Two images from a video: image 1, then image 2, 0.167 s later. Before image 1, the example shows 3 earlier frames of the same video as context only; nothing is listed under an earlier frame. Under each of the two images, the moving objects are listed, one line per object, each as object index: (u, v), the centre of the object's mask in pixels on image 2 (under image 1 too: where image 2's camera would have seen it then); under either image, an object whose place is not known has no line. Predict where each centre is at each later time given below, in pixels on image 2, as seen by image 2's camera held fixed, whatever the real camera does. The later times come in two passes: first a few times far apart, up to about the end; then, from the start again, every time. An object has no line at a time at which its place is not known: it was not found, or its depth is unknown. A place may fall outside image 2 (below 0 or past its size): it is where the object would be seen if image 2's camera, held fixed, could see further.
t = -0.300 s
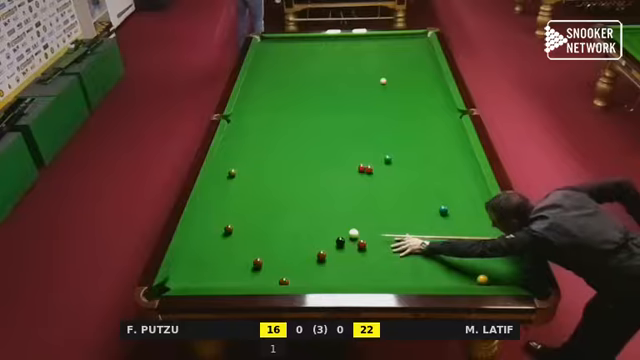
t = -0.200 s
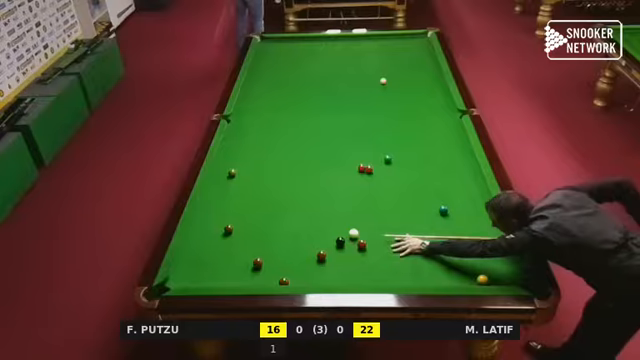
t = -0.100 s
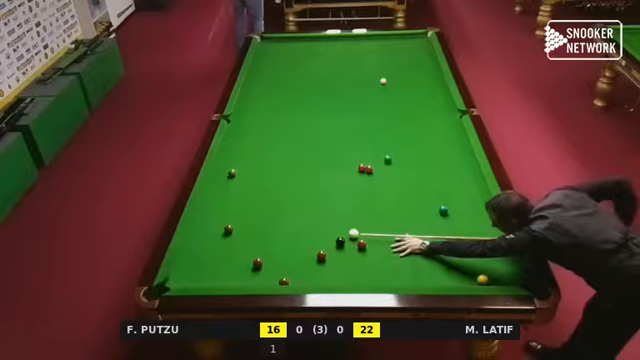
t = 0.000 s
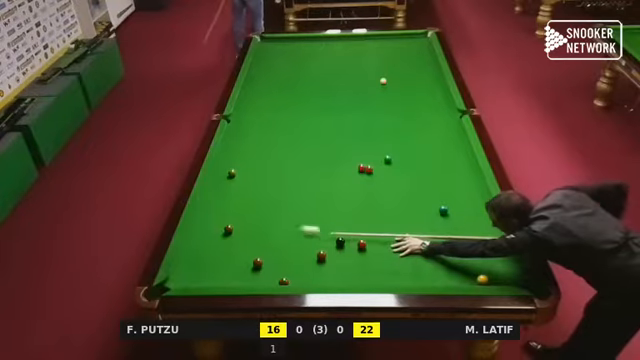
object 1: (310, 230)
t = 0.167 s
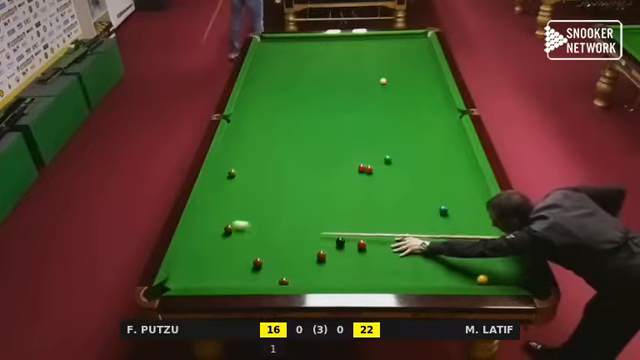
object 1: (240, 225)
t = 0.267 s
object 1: (223, 214)
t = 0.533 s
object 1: (220, 195)
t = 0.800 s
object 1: (253, 181)
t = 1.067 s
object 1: (283, 168)
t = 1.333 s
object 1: (309, 157)
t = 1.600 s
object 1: (333, 147)
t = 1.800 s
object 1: (350, 139)
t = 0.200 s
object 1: (233, 221)
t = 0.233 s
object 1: (228, 218)
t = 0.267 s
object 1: (223, 214)
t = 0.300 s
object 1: (218, 211)
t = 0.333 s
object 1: (213, 209)
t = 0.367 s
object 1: (208, 206)
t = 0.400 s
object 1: (203, 203)
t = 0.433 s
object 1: (206, 201)
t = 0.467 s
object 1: (211, 199)
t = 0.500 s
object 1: (216, 197)
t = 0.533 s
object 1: (220, 195)
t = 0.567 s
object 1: (224, 193)
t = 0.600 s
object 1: (229, 191)
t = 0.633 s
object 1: (233, 190)
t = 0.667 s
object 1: (237, 188)
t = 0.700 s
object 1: (241, 186)
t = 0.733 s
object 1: (245, 184)
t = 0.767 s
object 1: (249, 183)
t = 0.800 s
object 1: (253, 181)
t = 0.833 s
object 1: (257, 179)
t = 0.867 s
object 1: (261, 178)
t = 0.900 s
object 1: (265, 176)
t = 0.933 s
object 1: (268, 175)
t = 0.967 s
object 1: (272, 173)
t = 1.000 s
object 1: (276, 171)
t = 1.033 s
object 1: (279, 170)
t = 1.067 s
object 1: (283, 168)
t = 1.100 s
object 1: (286, 167)
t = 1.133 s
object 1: (289, 165)
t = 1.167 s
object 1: (293, 164)
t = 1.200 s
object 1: (296, 163)
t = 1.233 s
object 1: (299, 161)
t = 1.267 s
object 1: (302, 160)
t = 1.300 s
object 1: (306, 158)
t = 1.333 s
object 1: (309, 157)
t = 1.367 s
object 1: (312, 156)
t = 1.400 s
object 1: (315, 154)
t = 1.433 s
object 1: (318, 153)
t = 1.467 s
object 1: (321, 151)
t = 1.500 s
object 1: (324, 150)
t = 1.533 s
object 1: (327, 149)
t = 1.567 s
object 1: (330, 148)
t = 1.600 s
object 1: (333, 147)
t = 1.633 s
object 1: (336, 146)
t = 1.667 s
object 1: (338, 144)
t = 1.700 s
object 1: (341, 143)
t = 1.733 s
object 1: (344, 142)
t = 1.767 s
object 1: (347, 141)
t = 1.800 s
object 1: (350, 139)
